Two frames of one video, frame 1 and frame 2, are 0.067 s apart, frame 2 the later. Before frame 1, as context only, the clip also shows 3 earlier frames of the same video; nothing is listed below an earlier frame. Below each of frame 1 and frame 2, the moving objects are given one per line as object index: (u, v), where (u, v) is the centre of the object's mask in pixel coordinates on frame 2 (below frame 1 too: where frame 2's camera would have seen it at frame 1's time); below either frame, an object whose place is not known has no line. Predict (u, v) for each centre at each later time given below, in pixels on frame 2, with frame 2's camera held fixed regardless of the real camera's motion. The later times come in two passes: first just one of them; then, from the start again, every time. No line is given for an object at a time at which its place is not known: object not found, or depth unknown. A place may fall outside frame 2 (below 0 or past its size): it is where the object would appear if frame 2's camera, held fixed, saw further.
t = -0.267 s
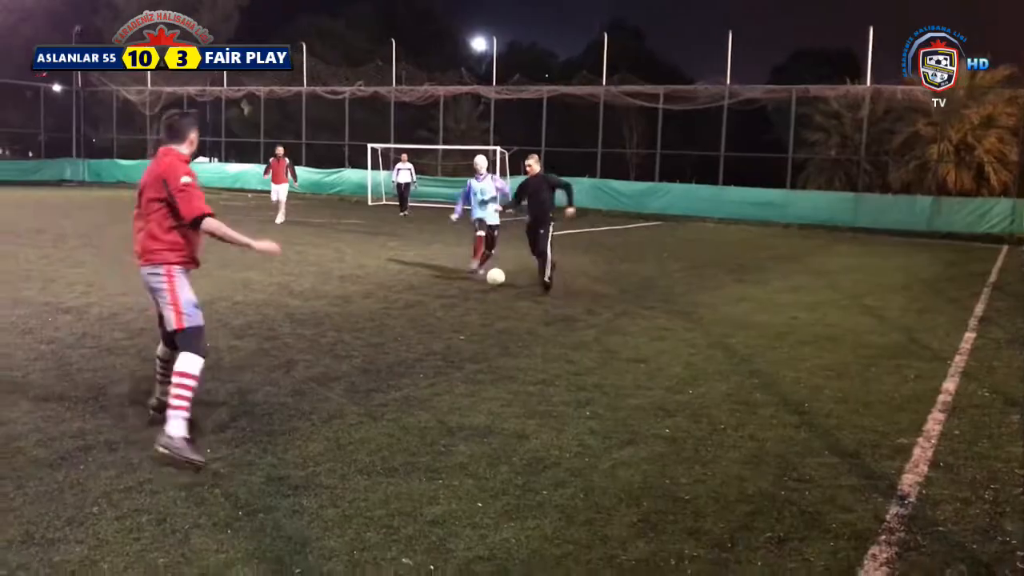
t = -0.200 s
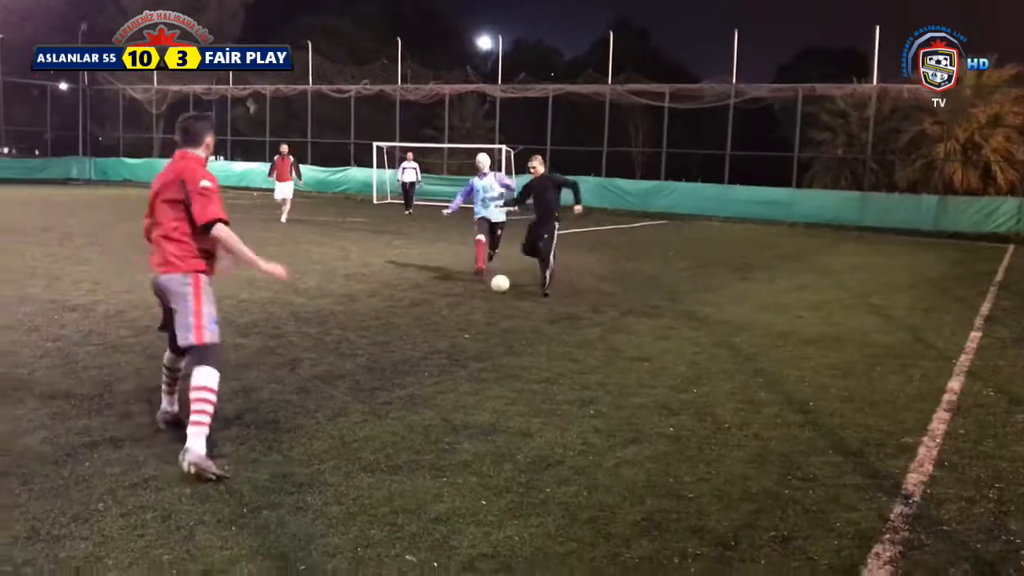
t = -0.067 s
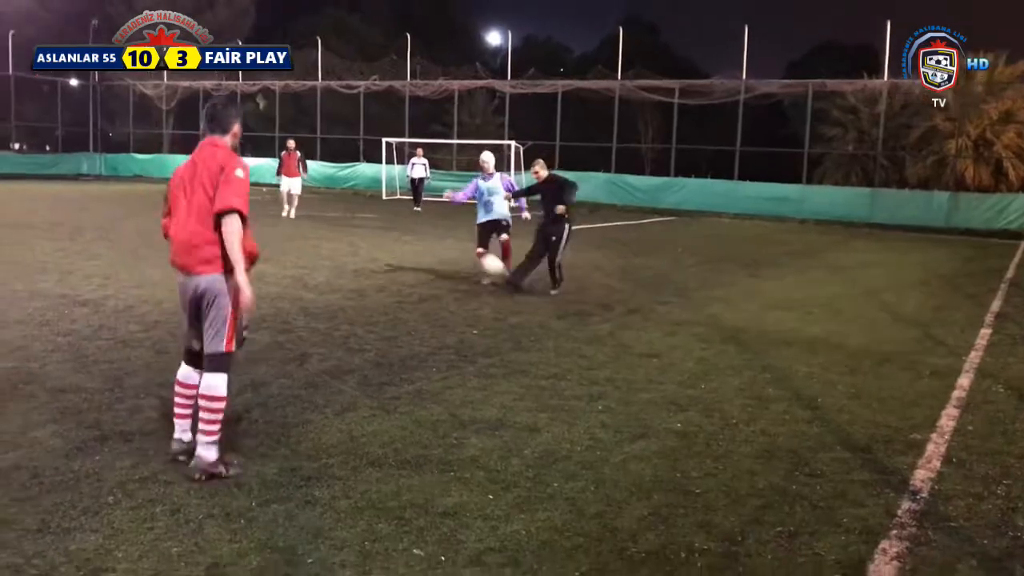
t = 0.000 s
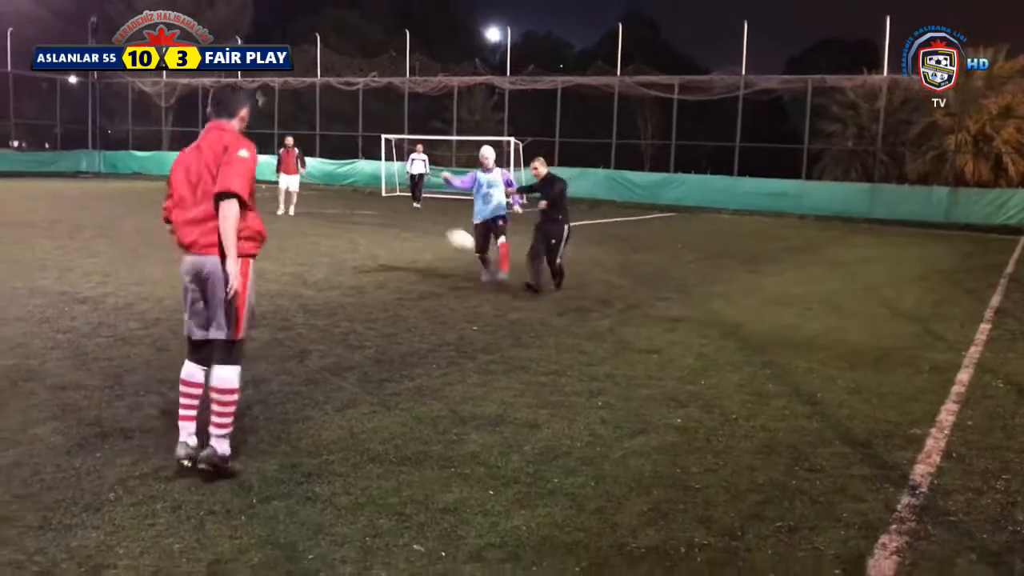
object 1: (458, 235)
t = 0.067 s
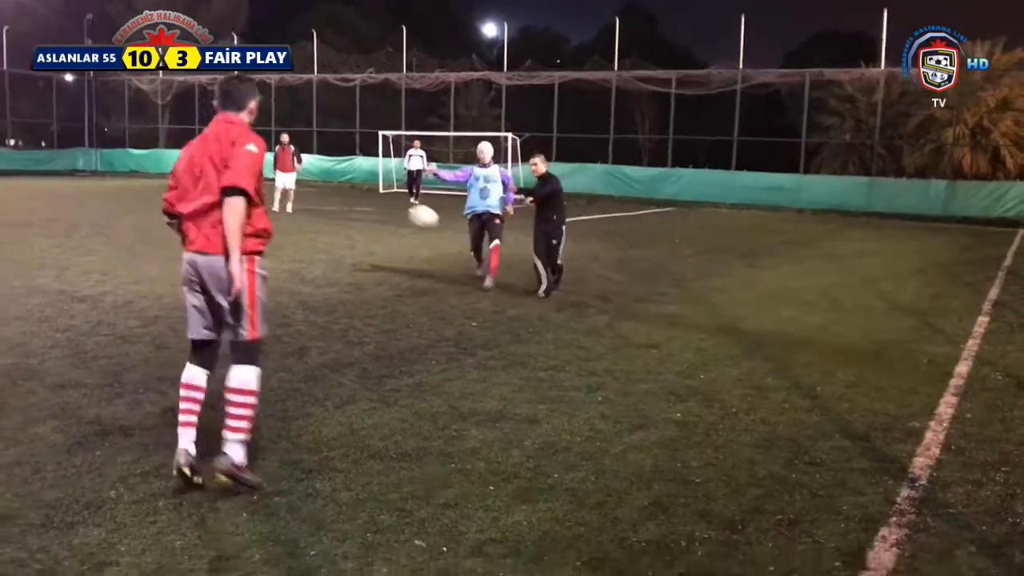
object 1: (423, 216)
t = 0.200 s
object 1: (337, 183)
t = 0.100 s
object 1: (404, 207)
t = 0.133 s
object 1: (384, 198)
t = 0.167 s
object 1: (362, 191)
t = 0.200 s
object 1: (337, 183)
